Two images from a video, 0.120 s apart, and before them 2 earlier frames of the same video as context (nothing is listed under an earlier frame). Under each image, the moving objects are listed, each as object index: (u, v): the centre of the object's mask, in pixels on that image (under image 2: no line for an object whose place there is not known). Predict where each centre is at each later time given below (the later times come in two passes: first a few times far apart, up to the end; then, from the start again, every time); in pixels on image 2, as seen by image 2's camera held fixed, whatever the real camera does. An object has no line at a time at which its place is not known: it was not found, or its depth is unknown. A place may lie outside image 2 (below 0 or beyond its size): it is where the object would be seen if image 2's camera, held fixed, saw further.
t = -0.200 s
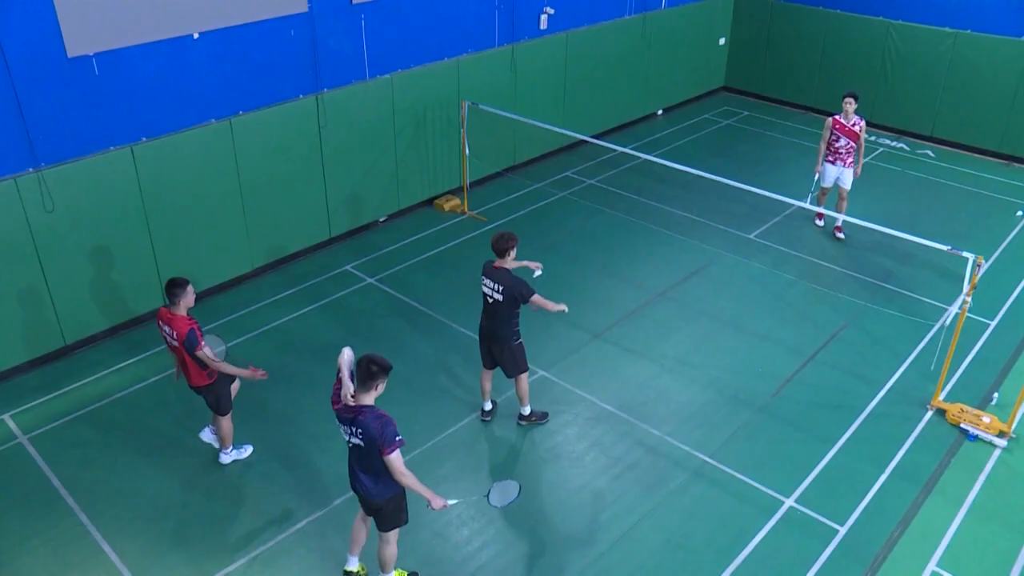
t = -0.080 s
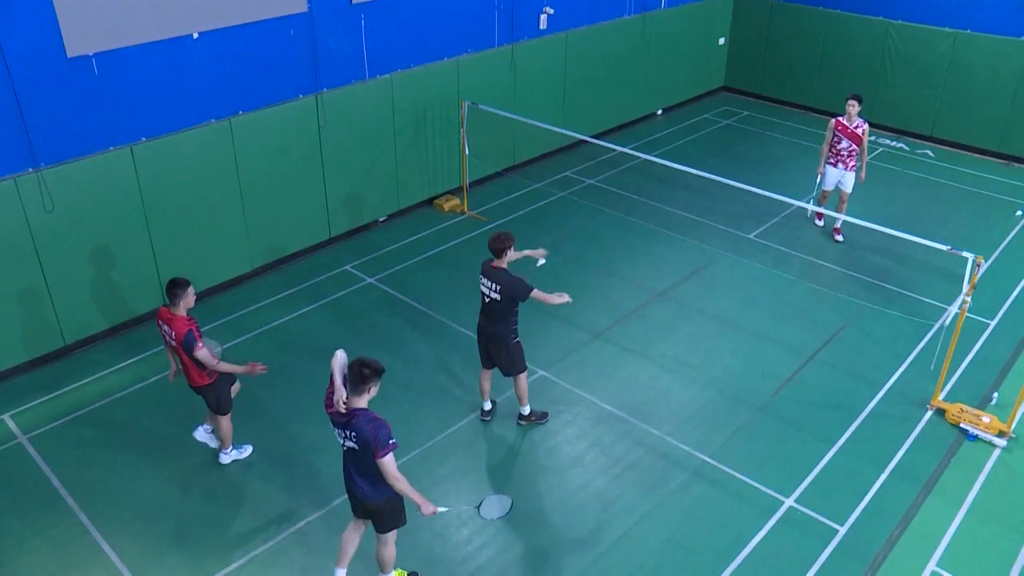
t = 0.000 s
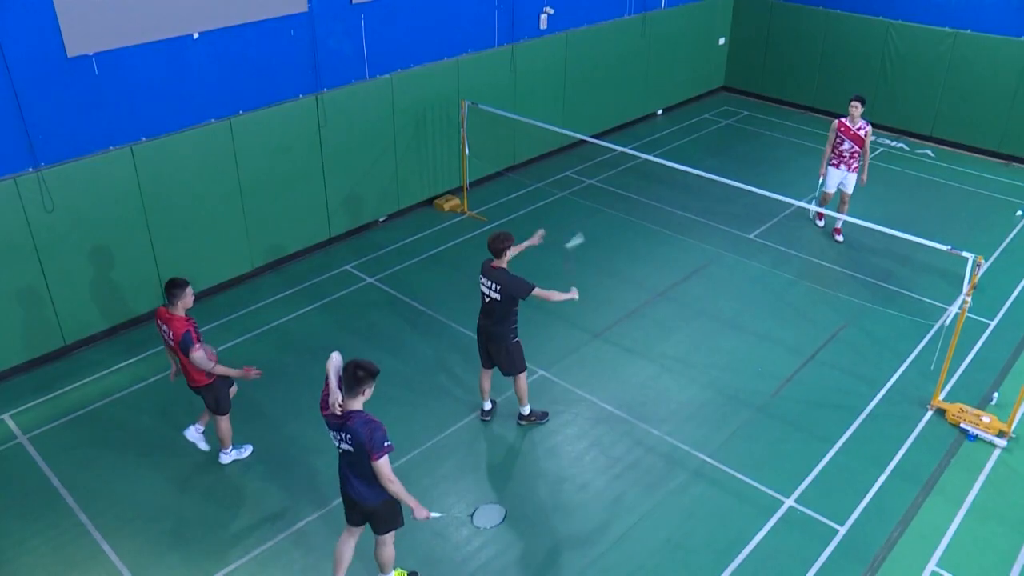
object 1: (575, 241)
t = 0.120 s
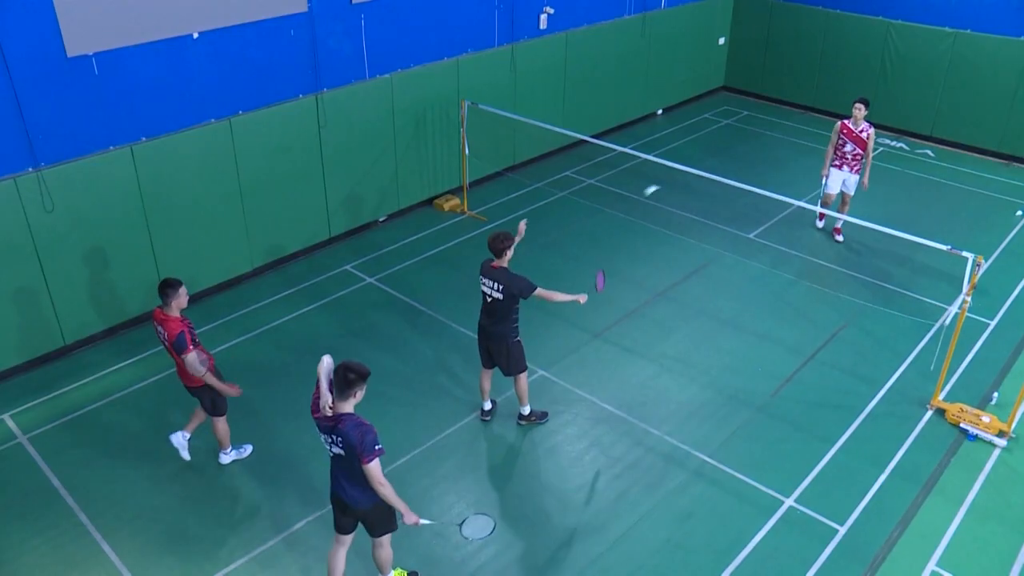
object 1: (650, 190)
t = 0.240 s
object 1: (712, 169)
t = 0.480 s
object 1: (797, 173)
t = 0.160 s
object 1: (673, 178)
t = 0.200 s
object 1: (693, 173)
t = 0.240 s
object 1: (712, 169)
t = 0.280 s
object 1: (730, 167)
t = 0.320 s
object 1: (745, 166)
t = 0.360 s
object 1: (760, 166)
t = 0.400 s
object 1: (773, 167)
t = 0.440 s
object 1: (786, 169)
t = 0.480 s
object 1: (797, 173)
